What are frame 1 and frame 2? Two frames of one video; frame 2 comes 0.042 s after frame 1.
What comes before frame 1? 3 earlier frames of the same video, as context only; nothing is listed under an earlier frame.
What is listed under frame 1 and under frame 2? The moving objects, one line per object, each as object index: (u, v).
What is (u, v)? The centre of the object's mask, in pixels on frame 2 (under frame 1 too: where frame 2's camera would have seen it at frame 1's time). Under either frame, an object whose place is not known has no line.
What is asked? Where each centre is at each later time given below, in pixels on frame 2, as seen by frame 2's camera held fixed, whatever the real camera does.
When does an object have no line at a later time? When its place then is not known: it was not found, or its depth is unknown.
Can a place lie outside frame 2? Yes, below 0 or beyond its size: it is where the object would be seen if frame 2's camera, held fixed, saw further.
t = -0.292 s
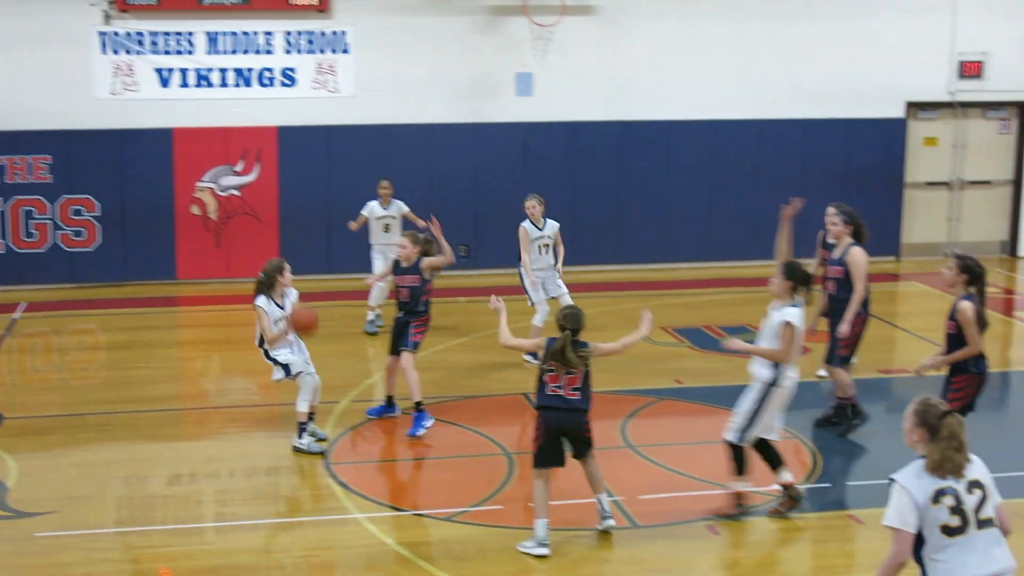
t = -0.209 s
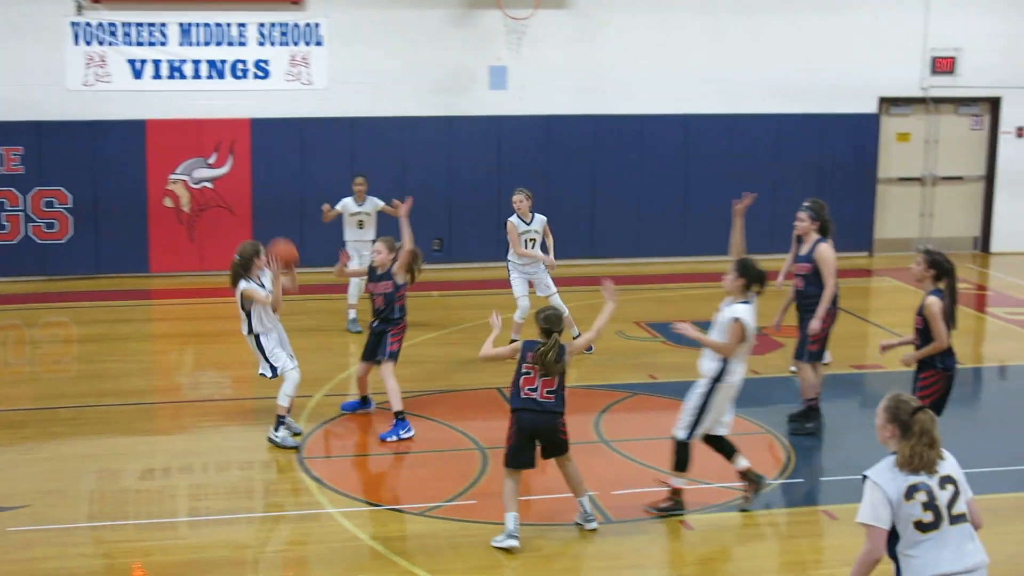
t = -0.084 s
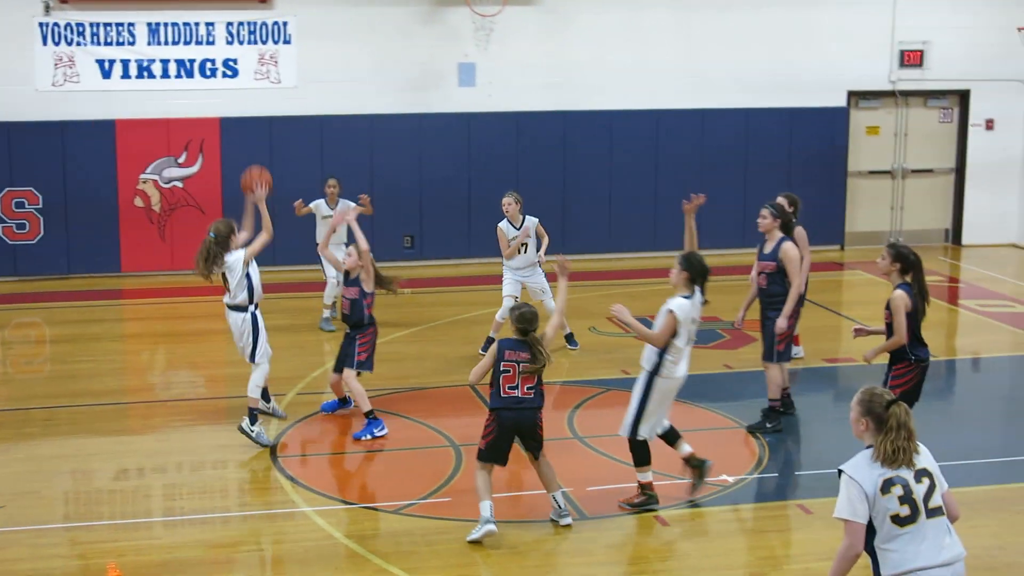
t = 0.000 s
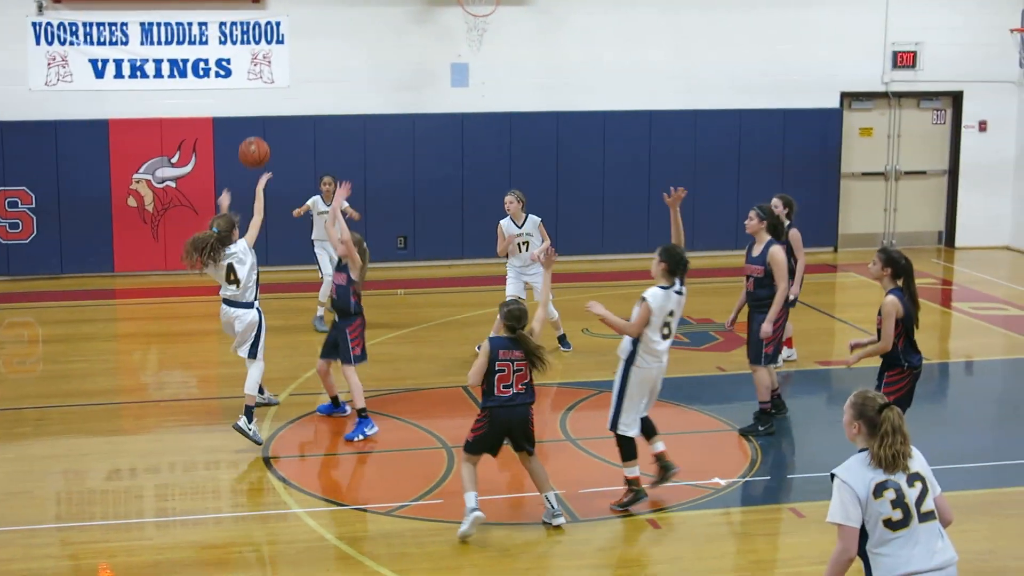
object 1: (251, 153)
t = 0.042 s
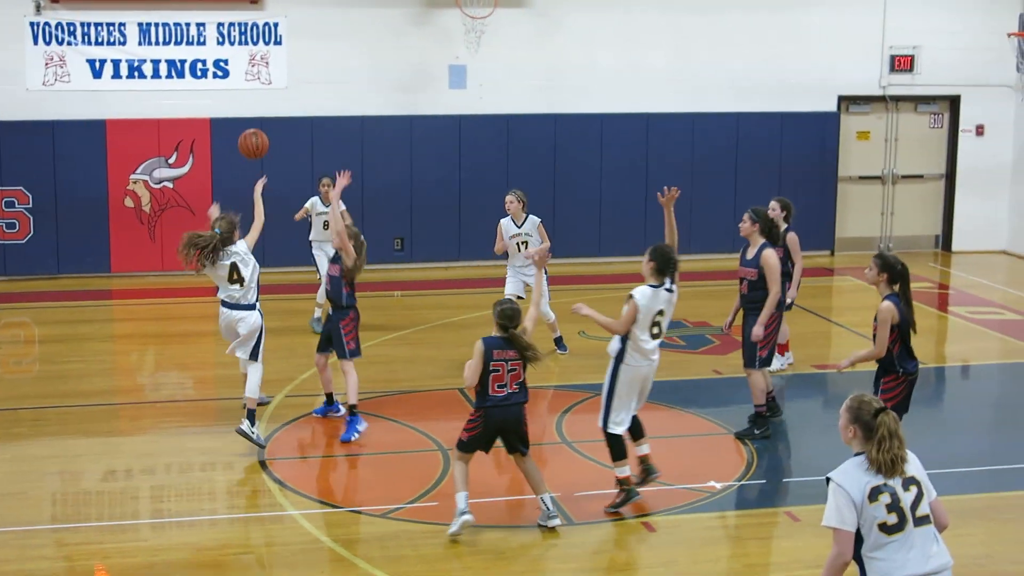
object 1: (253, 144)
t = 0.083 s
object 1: (256, 137)
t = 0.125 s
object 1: (259, 132)
